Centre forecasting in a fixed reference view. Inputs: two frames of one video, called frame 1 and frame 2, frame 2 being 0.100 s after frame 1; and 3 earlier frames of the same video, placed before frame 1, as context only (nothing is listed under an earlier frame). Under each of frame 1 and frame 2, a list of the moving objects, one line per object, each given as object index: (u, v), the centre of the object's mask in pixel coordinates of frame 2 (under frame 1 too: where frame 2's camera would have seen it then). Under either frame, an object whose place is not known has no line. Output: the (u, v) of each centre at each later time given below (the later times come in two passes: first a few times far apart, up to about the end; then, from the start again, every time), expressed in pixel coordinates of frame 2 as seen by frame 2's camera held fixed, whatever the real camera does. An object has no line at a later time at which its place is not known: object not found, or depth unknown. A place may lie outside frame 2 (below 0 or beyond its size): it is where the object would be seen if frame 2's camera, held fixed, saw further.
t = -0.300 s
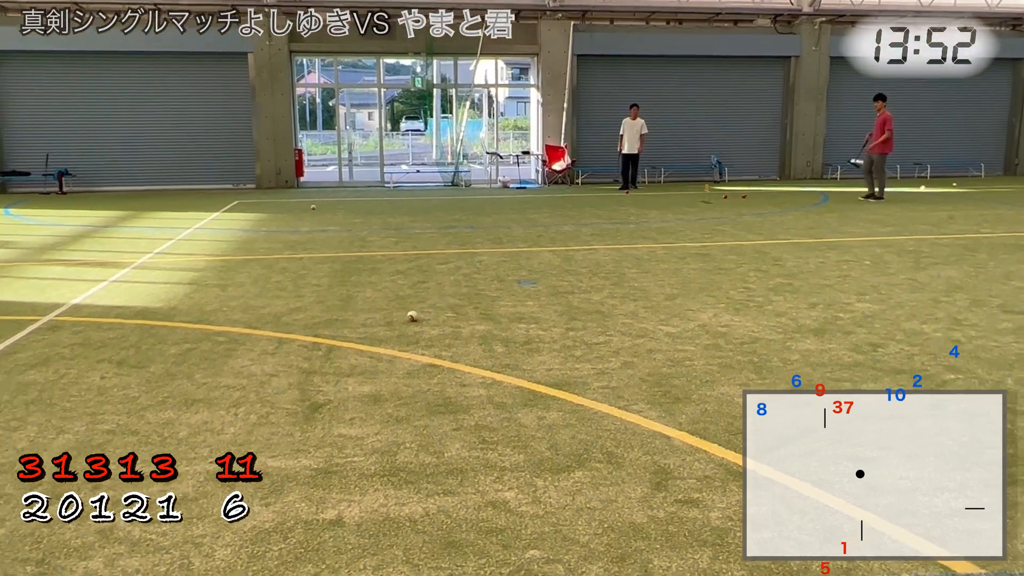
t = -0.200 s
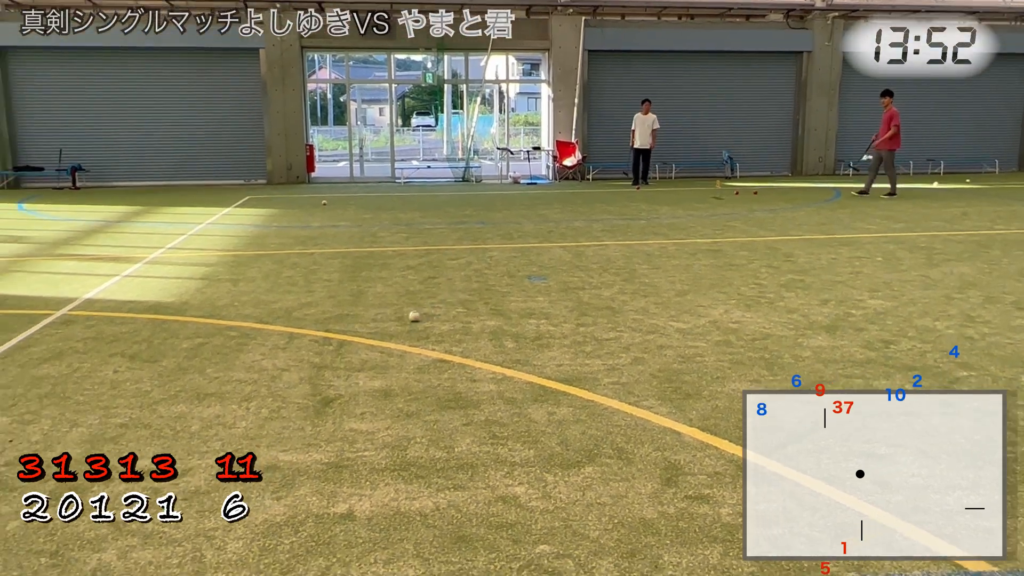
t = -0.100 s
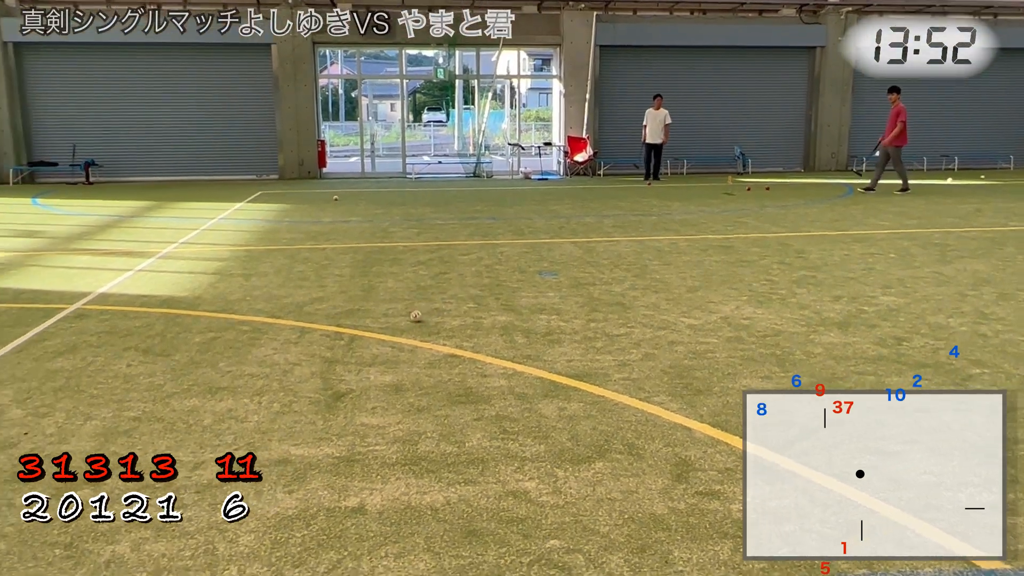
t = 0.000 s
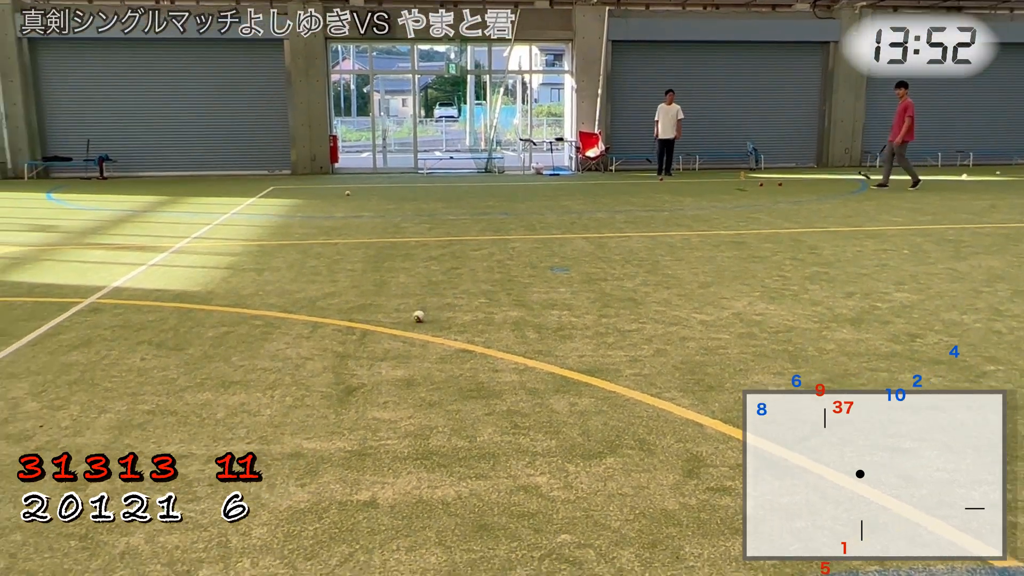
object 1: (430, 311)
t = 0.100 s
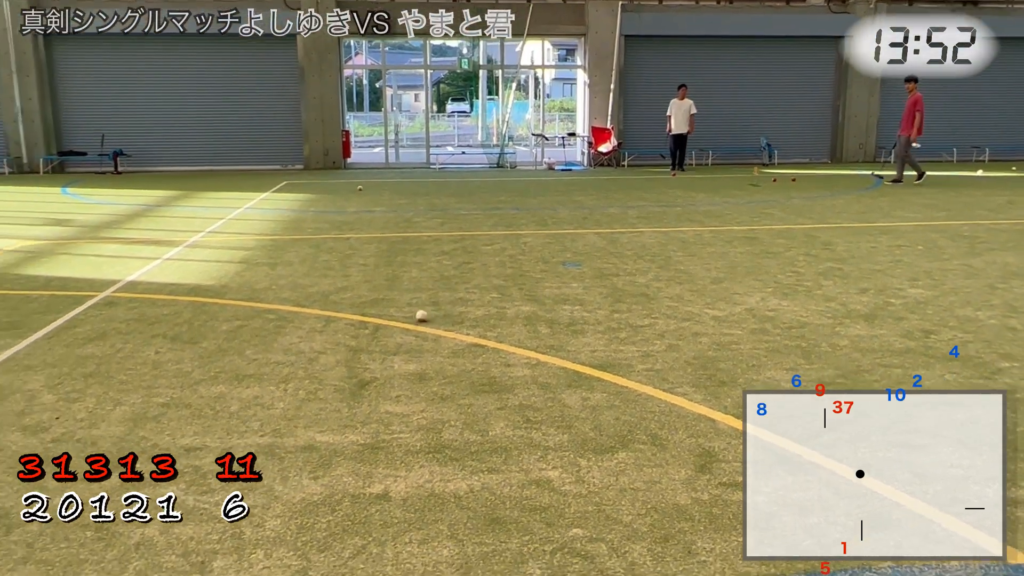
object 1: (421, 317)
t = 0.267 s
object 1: (406, 324)
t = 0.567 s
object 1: (378, 340)
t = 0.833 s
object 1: (353, 353)
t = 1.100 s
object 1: (328, 368)
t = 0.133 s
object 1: (418, 318)
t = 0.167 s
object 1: (415, 319)
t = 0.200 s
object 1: (413, 321)
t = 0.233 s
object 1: (409, 323)
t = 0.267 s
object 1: (406, 324)
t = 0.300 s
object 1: (404, 327)
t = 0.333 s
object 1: (400, 328)
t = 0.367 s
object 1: (397, 330)
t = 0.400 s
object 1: (394, 331)
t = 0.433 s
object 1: (391, 333)
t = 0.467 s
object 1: (388, 335)
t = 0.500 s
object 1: (384, 336)
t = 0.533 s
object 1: (381, 338)
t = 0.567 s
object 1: (378, 340)
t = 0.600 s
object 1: (375, 342)
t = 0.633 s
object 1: (372, 344)
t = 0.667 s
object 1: (370, 345)
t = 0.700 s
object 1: (366, 347)
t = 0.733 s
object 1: (363, 349)
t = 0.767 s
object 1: (359, 350)
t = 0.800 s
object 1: (356, 352)
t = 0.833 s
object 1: (353, 353)
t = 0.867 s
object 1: (350, 356)
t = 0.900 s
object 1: (346, 358)
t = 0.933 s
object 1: (343, 359)
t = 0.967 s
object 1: (340, 361)
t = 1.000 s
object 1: (337, 363)
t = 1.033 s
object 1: (334, 364)
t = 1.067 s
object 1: (330, 366)
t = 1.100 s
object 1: (328, 368)
